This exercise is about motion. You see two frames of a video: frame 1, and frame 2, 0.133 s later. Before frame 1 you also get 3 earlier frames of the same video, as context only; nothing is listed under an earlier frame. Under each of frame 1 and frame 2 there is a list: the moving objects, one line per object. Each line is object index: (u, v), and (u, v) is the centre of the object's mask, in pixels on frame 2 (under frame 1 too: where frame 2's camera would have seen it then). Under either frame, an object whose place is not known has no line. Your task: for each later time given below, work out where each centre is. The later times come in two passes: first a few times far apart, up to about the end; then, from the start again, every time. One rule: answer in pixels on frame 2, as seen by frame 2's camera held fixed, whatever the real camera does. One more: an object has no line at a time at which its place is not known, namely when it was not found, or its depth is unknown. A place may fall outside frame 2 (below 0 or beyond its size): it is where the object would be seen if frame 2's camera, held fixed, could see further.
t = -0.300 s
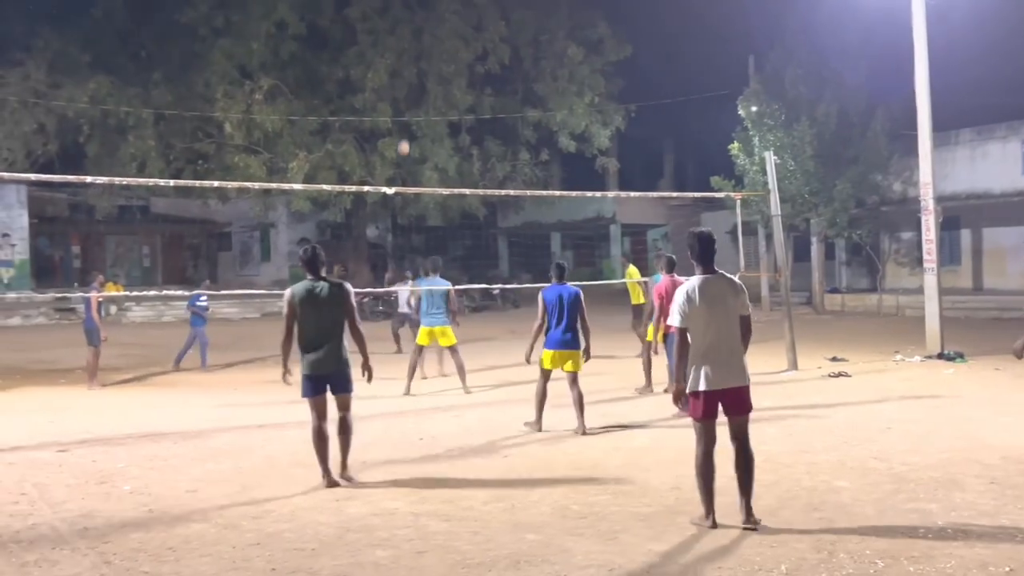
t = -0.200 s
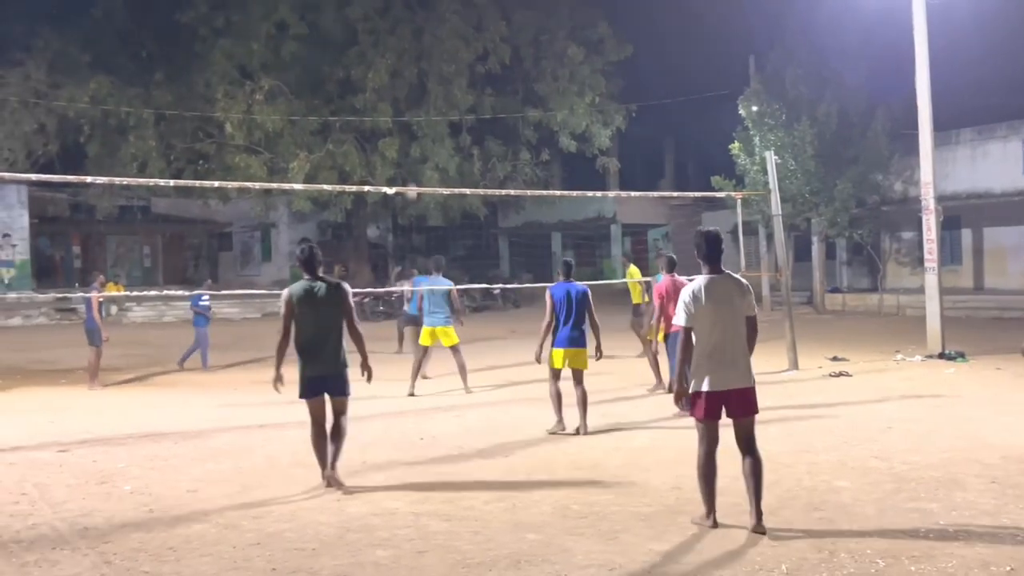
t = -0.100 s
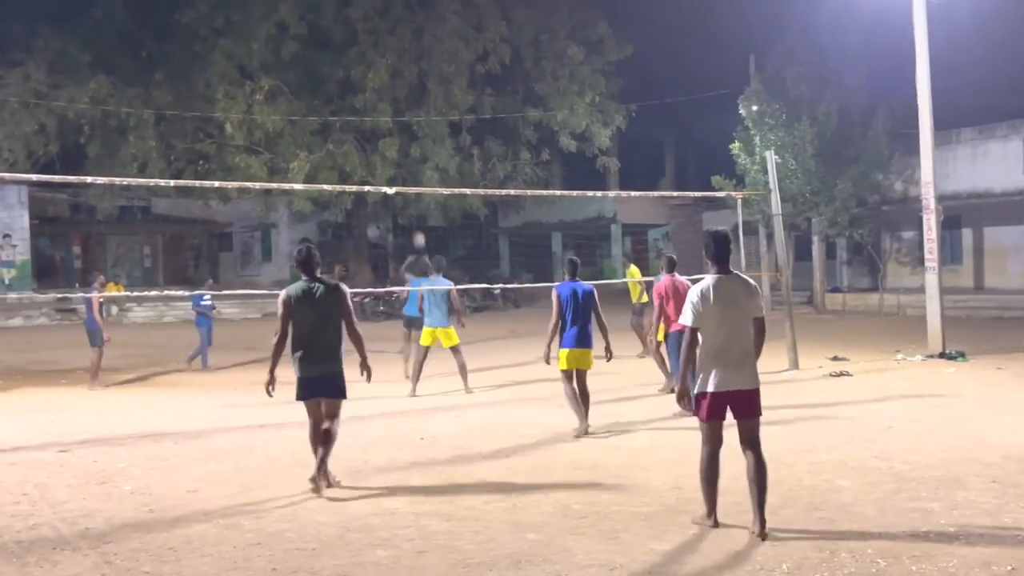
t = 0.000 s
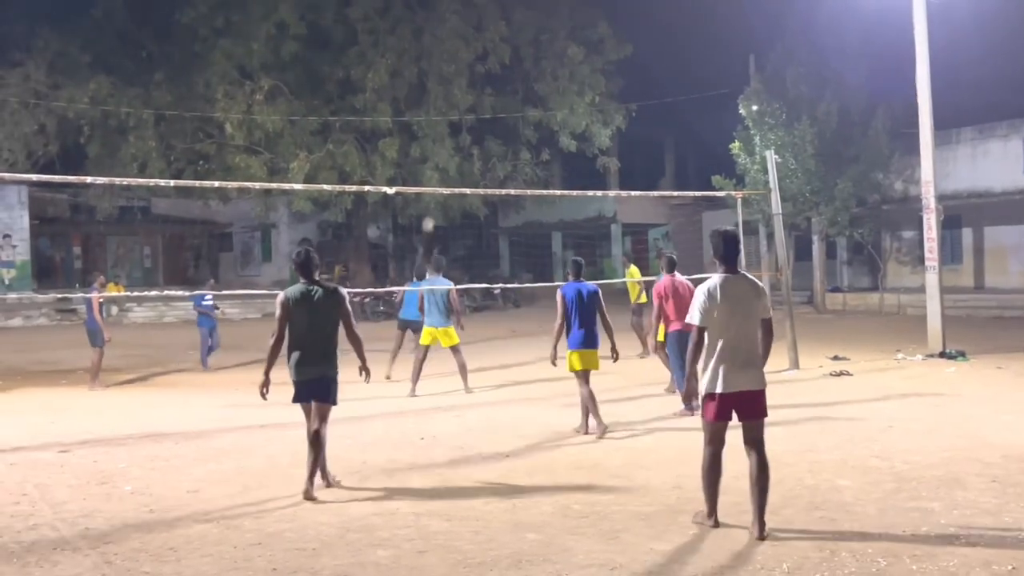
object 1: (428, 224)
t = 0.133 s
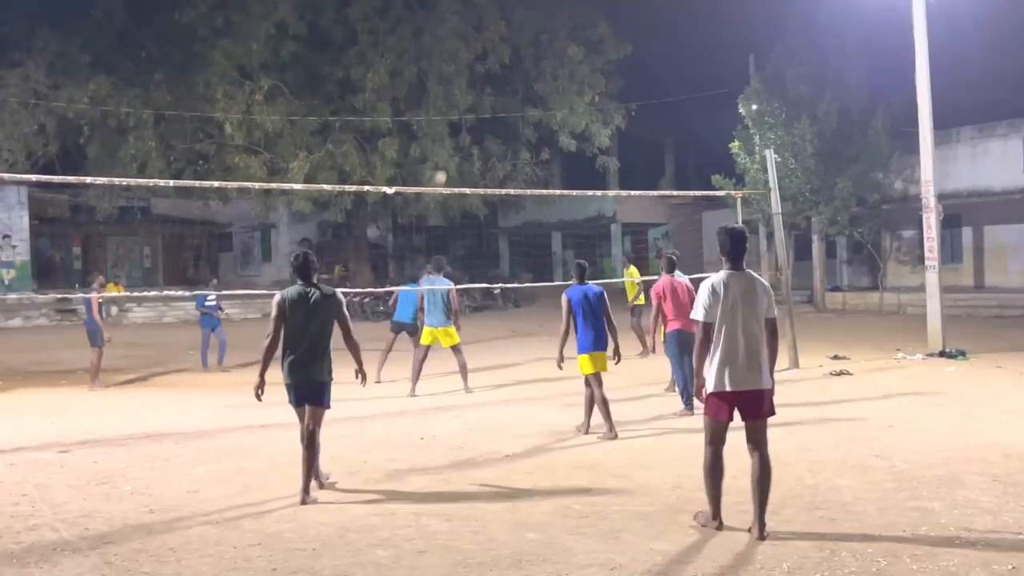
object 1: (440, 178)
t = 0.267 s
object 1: (454, 139)
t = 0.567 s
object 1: (488, 86)
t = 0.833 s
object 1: (524, 80)
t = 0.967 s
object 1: (544, 94)
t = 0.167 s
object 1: (443, 168)
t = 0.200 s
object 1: (447, 157)
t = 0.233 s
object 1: (450, 148)
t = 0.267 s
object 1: (454, 139)
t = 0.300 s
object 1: (457, 131)
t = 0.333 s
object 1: (461, 123)
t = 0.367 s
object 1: (465, 117)
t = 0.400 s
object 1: (468, 110)
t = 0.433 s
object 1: (472, 104)
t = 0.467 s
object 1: (475, 98)
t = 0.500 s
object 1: (480, 94)
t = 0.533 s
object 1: (484, 89)
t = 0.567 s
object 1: (488, 86)
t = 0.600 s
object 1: (492, 83)
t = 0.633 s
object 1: (497, 80)
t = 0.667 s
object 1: (501, 79)
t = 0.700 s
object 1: (506, 78)
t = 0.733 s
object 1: (510, 77)
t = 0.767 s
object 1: (515, 78)
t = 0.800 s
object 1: (519, 79)
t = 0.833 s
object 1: (524, 80)
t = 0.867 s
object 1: (529, 83)
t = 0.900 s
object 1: (534, 86)
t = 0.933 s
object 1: (539, 90)
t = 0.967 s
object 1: (544, 94)
